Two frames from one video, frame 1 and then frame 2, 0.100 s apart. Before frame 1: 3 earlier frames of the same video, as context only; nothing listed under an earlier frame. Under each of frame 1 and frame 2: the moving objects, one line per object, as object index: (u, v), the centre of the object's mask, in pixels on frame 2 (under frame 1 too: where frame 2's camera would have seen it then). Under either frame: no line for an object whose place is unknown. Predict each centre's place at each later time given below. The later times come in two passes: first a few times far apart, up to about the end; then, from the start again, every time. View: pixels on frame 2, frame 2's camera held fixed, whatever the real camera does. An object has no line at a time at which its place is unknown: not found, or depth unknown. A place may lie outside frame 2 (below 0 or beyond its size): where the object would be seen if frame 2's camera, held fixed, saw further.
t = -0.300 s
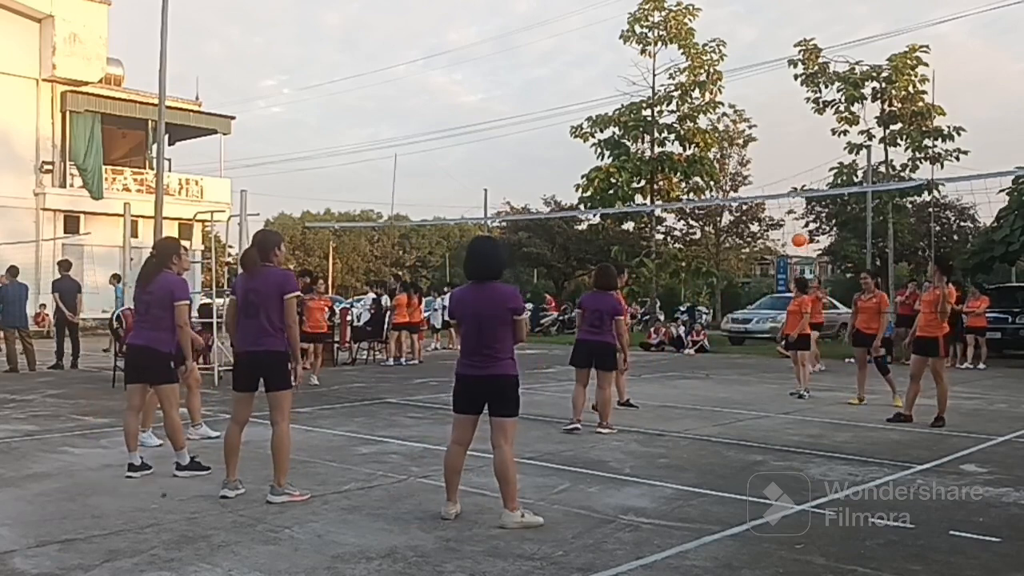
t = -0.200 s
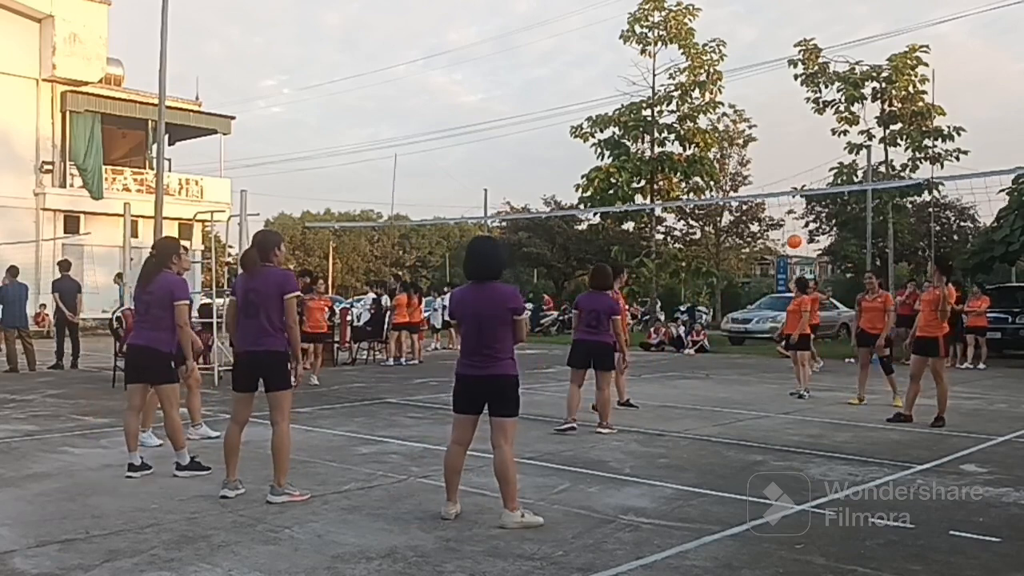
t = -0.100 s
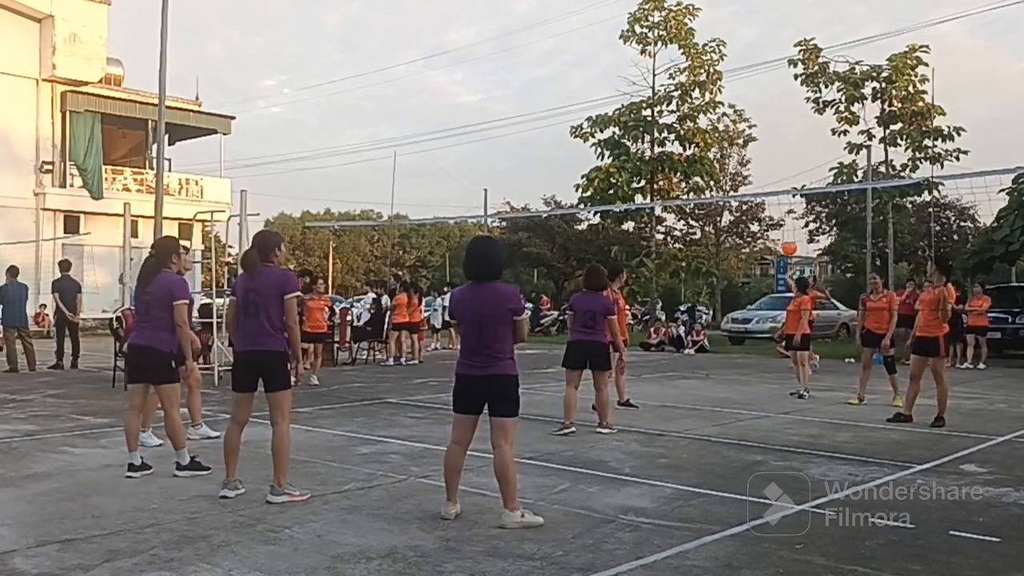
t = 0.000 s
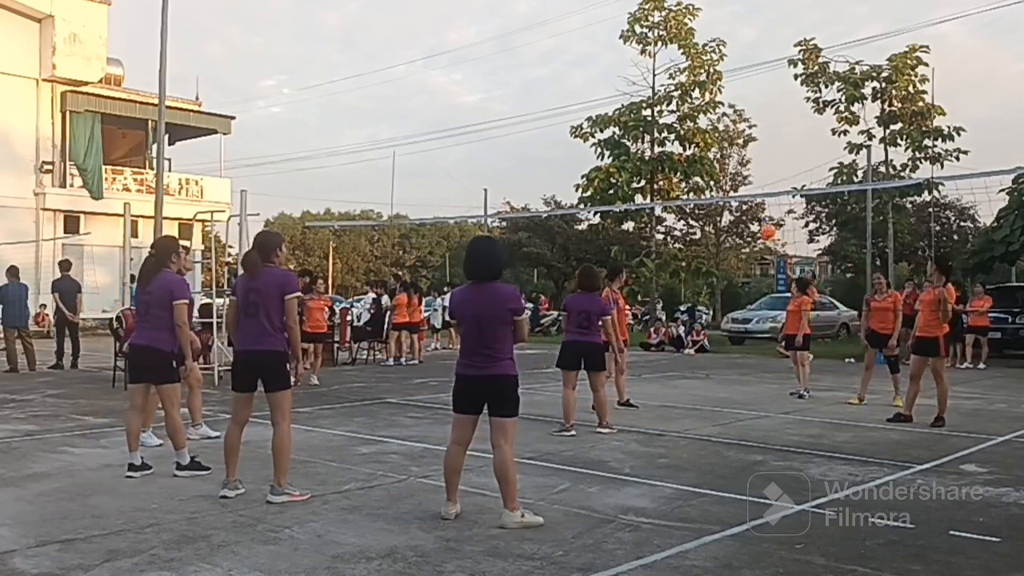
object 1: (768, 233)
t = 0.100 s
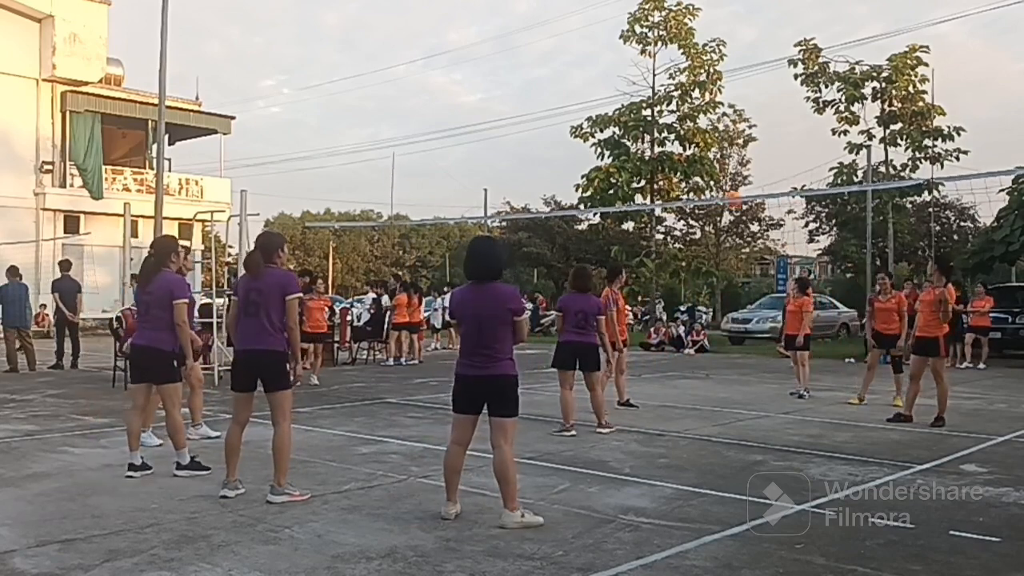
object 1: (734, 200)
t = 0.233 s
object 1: (682, 165)
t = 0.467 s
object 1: (582, 132)
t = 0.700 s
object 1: (451, 141)
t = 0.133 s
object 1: (721, 190)
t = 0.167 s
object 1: (708, 182)
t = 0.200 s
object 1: (695, 173)
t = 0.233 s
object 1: (682, 165)
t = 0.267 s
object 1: (669, 160)
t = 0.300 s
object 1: (655, 153)
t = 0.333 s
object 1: (642, 148)
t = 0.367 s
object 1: (627, 143)
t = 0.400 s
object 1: (613, 139)
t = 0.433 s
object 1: (598, 135)
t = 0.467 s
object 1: (582, 132)
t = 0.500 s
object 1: (566, 130)
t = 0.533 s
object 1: (549, 128)
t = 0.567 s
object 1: (531, 128)
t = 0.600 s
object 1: (512, 129)
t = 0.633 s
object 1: (492, 131)
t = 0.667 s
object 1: (472, 135)
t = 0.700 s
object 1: (451, 141)
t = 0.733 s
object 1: (429, 148)
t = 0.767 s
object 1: (406, 157)
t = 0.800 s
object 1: (383, 167)
